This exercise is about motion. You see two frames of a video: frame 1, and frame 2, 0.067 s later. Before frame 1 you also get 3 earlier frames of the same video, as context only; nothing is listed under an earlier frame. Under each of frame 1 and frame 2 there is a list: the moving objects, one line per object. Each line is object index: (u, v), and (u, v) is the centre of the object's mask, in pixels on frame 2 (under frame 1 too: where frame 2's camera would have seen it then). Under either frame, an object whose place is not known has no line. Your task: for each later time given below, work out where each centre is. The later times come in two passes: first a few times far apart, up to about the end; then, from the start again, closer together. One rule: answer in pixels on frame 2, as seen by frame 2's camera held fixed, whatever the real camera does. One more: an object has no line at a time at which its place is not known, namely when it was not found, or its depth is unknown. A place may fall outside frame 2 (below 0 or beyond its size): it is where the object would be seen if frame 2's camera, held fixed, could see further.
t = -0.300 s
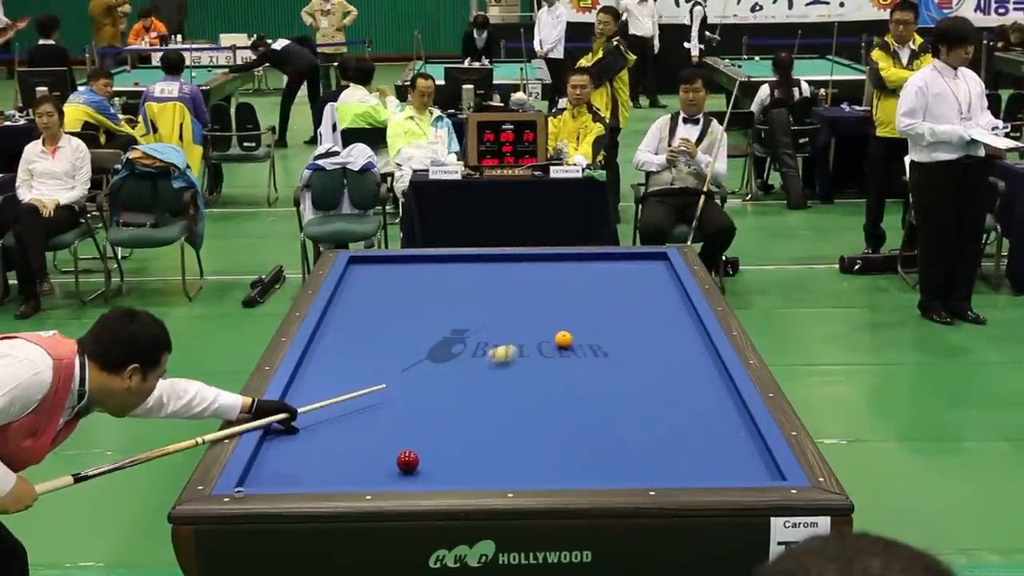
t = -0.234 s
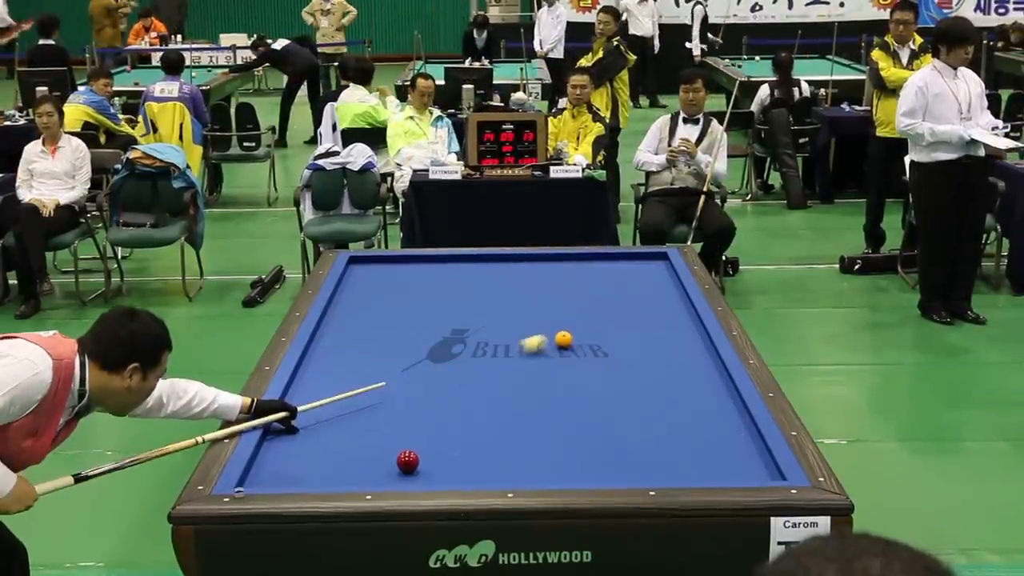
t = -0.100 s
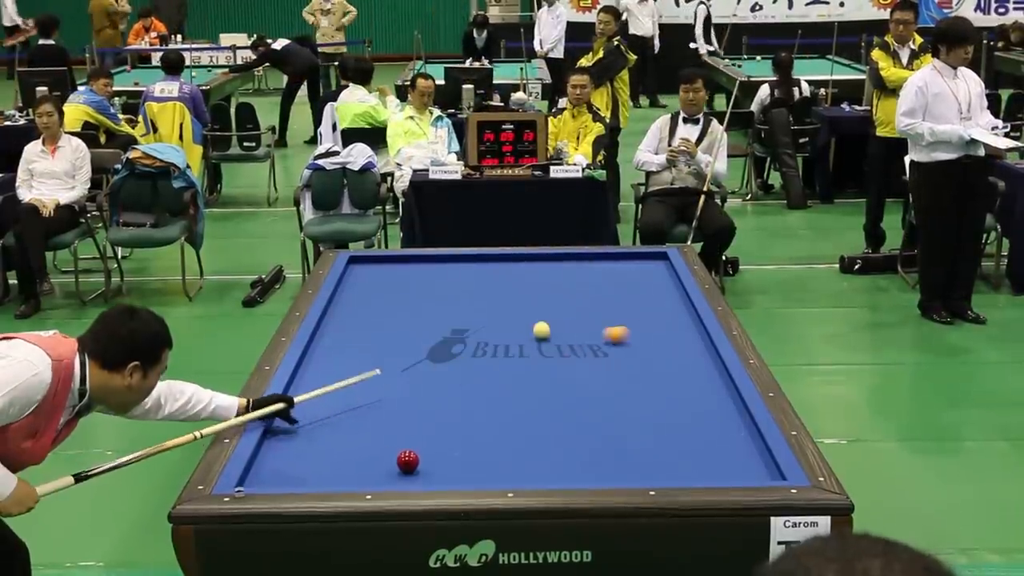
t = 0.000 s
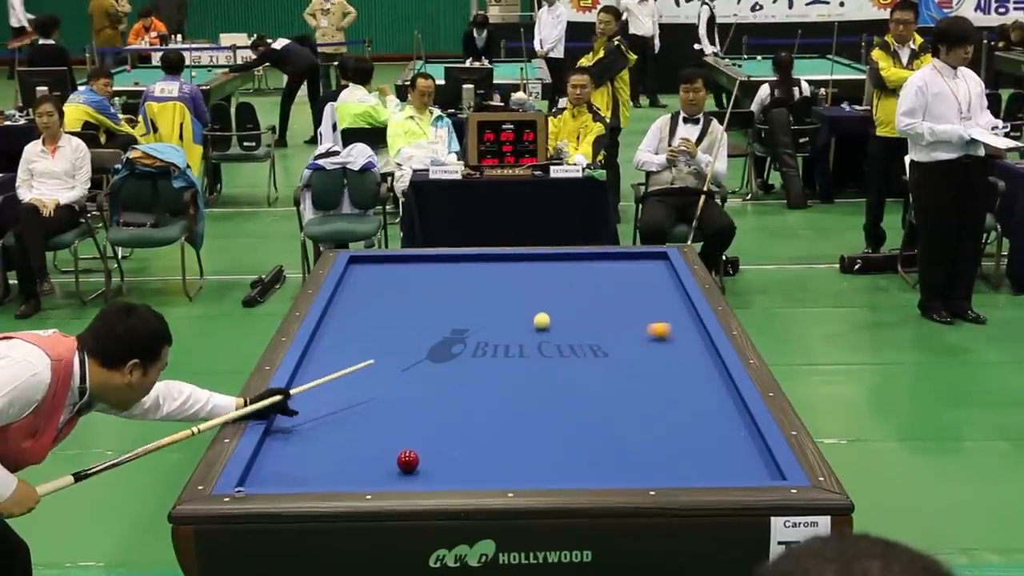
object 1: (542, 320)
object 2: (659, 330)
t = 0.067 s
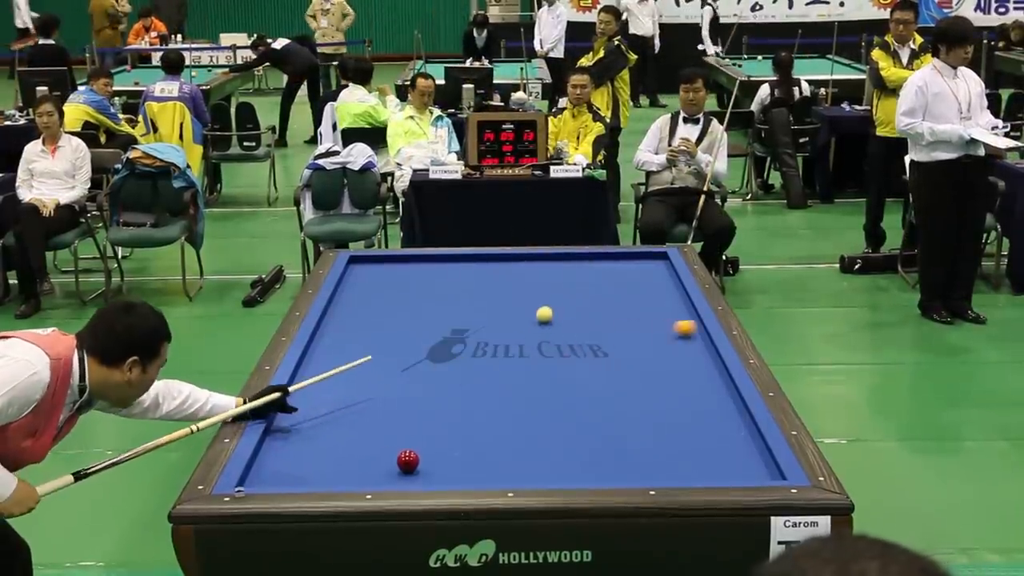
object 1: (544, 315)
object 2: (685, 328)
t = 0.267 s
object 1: (555, 297)
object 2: (653, 324)
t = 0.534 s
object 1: (568, 276)
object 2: (595, 319)
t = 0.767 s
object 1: (579, 260)
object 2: (547, 315)
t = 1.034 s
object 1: (604, 263)
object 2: (495, 311)
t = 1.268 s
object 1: (630, 273)
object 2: (451, 307)
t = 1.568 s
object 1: (665, 285)
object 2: (398, 303)
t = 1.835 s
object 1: (671, 295)
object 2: (352, 299)
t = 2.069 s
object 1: (662, 304)
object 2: (353, 297)
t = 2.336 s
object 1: (651, 315)
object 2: (379, 295)
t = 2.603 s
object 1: (640, 326)
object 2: (404, 293)
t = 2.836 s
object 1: (630, 337)
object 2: (425, 291)
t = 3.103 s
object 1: (617, 348)
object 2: (449, 289)
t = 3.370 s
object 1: (604, 361)
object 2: (471, 288)
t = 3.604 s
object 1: (593, 372)
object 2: (489, 286)
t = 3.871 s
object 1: (579, 385)
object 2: (510, 284)
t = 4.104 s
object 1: (567, 397)
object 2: (527, 283)
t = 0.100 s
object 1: (546, 312)
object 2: (695, 327)
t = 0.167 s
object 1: (550, 305)
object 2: (679, 326)
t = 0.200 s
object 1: (552, 303)
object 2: (670, 325)
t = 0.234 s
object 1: (554, 300)
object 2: (661, 325)
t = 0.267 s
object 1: (555, 297)
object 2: (653, 324)
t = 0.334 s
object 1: (559, 291)
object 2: (638, 323)
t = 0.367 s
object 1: (560, 289)
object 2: (630, 323)
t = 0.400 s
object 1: (562, 286)
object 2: (623, 322)
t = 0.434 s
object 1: (564, 284)
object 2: (616, 321)
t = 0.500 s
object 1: (567, 278)
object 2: (602, 320)
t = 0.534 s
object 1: (568, 276)
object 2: (595, 319)
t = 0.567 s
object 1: (570, 274)
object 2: (588, 319)
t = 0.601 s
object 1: (572, 271)
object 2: (581, 318)
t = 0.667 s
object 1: (575, 266)
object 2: (568, 317)
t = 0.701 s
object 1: (576, 264)
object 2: (561, 316)
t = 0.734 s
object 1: (577, 262)
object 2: (554, 316)
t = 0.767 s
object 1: (579, 260)
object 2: (547, 315)
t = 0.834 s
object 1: (581, 255)
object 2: (534, 315)
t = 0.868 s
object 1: (584, 255)
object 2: (527, 314)
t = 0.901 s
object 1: (588, 257)
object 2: (521, 313)
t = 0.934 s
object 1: (592, 259)
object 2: (514, 313)
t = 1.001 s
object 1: (600, 262)
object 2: (502, 311)
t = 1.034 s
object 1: (604, 263)
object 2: (495, 311)
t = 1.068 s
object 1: (608, 265)
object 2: (489, 310)
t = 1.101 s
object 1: (611, 266)
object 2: (483, 310)
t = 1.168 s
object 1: (619, 269)
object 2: (470, 309)
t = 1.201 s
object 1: (622, 270)
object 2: (463, 308)
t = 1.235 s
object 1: (626, 272)
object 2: (457, 308)
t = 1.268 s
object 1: (630, 273)
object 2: (451, 307)
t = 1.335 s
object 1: (638, 275)
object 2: (439, 306)
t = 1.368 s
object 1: (641, 277)
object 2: (433, 306)
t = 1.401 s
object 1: (645, 278)
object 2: (427, 305)
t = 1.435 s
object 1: (649, 279)
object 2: (421, 305)
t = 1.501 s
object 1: (657, 282)
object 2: (409, 304)
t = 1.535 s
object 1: (661, 284)
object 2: (403, 304)
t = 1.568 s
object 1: (665, 285)
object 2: (398, 303)
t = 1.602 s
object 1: (669, 286)
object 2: (392, 302)
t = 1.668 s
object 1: (677, 289)
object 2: (380, 301)
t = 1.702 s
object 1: (677, 290)
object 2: (374, 301)
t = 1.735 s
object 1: (675, 291)
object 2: (369, 301)
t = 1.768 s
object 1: (673, 293)
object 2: (363, 300)
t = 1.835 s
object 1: (671, 295)
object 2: (352, 299)
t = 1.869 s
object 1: (670, 296)
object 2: (347, 299)
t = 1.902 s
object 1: (669, 298)
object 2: (341, 298)
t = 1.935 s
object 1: (667, 299)
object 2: (337, 298)
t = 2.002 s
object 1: (665, 302)
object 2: (346, 297)
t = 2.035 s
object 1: (663, 303)
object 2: (350, 297)
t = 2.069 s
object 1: (662, 304)
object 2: (353, 297)
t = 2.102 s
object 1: (661, 305)
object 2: (356, 297)
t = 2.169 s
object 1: (658, 308)
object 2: (363, 296)
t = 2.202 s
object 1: (657, 310)
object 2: (366, 296)
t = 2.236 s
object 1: (655, 311)
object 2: (370, 296)
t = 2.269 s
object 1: (654, 313)
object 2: (373, 295)
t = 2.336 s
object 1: (651, 315)
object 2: (379, 295)
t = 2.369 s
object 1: (650, 316)
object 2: (382, 295)
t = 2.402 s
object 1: (648, 318)
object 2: (386, 295)
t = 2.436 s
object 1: (647, 319)
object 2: (389, 294)
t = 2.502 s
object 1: (644, 322)
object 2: (395, 293)
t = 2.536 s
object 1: (643, 324)
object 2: (399, 293)
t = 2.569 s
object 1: (641, 325)
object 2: (401, 293)
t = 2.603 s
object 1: (640, 326)
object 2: (404, 293)
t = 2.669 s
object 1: (637, 329)
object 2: (411, 292)
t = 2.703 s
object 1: (635, 331)
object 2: (414, 292)
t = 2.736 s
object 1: (634, 332)
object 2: (416, 292)
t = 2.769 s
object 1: (632, 333)
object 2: (419, 292)
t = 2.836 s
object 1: (630, 337)
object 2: (425, 291)
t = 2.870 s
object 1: (628, 338)
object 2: (428, 291)
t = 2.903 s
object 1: (627, 339)
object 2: (431, 291)
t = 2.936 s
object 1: (625, 341)
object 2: (434, 290)
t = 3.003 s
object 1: (622, 344)
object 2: (440, 290)
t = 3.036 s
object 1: (620, 345)
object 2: (443, 290)
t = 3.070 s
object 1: (619, 347)
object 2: (446, 289)
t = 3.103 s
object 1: (617, 348)
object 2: (449, 289)
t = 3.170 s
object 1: (614, 352)
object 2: (454, 289)
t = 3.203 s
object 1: (612, 353)
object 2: (457, 289)
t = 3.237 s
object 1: (611, 355)
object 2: (460, 289)
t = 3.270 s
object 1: (609, 356)
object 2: (463, 288)
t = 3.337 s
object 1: (606, 360)
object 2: (468, 288)
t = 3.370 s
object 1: (604, 361)
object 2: (471, 288)
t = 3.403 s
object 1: (603, 363)
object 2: (474, 287)
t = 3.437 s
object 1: (601, 364)
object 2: (476, 287)
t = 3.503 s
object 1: (598, 367)
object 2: (482, 287)
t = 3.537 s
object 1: (596, 369)
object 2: (484, 286)
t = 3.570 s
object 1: (594, 371)
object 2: (487, 286)
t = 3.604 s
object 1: (593, 372)
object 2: (489, 286)
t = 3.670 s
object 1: (590, 375)
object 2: (495, 286)
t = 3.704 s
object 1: (588, 377)
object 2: (497, 285)
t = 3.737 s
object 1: (586, 379)
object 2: (500, 285)
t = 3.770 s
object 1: (585, 380)
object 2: (502, 285)
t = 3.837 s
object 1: (581, 384)
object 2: (507, 285)
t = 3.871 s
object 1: (579, 385)
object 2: (510, 284)
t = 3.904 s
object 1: (577, 387)
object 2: (512, 284)
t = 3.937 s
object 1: (576, 388)
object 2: (515, 284)
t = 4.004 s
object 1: (572, 392)
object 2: (520, 284)
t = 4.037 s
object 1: (571, 394)
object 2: (522, 284)
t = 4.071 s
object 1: (569, 396)
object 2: (525, 283)
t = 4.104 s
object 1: (567, 397)
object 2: (527, 283)
